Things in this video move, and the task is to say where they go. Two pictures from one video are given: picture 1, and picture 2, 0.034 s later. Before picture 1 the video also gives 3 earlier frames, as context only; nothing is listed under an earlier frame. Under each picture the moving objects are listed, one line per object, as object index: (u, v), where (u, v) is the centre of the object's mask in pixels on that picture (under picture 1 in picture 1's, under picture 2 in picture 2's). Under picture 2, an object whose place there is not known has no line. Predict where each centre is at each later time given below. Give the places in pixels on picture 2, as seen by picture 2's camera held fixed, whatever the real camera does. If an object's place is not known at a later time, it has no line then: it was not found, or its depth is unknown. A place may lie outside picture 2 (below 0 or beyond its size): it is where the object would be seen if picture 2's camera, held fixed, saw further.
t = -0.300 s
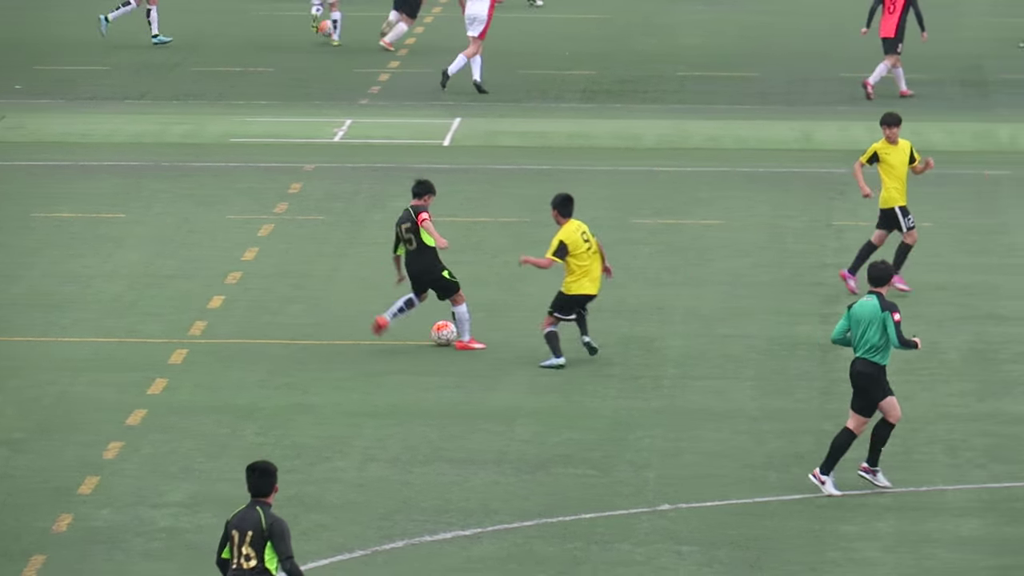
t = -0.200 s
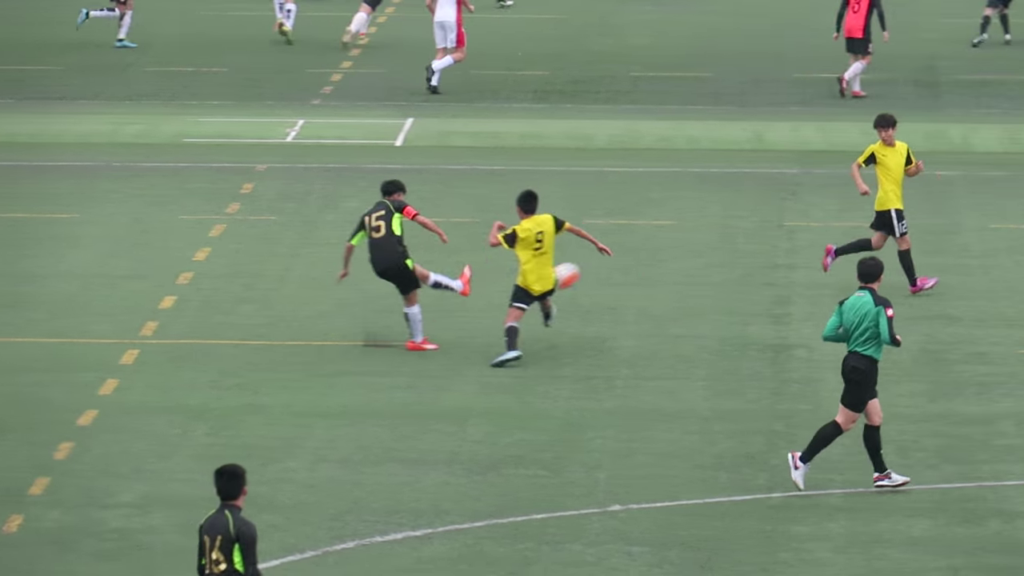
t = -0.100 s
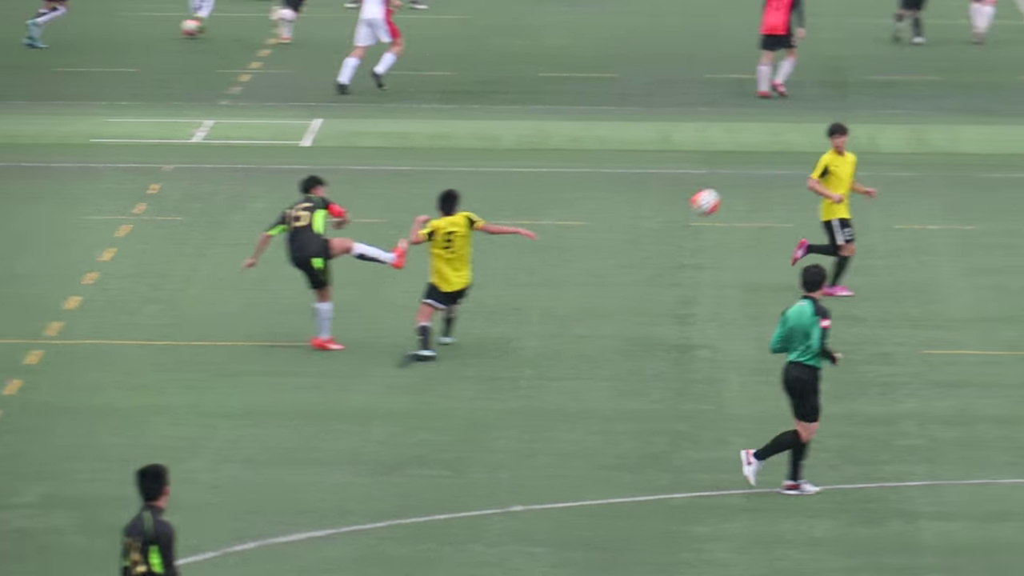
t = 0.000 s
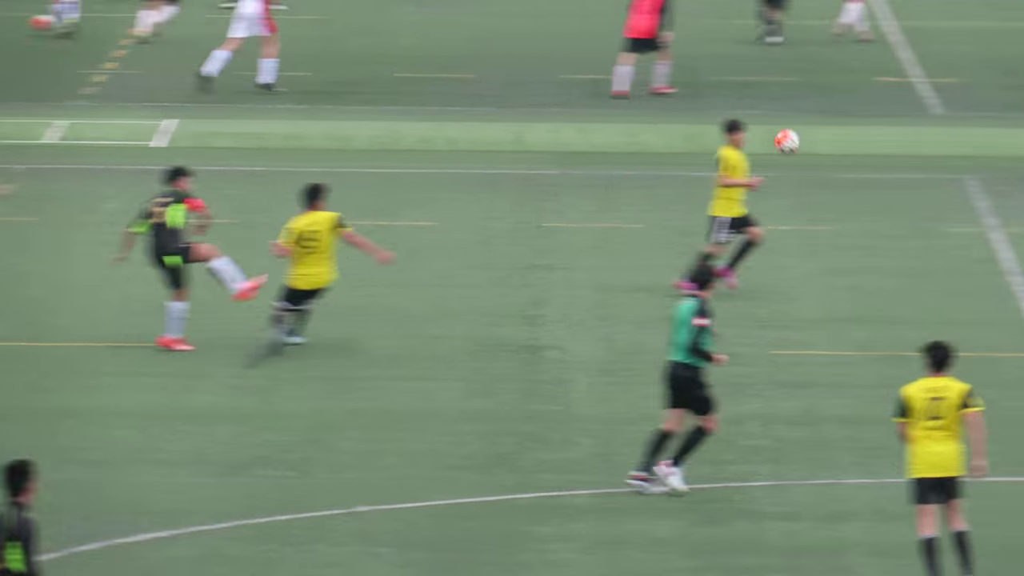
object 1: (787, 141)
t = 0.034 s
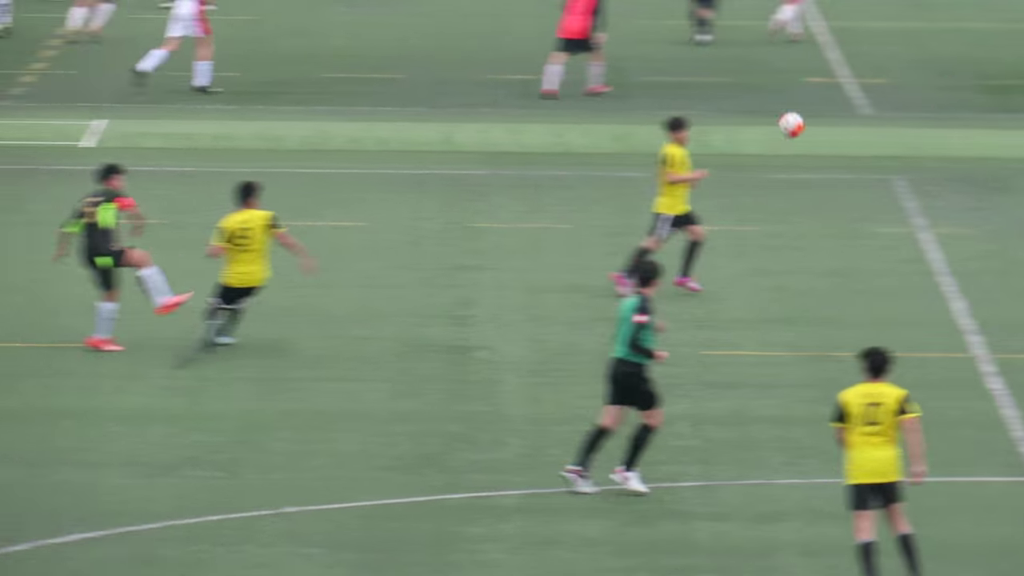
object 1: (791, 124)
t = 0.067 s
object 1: (863, 108)
